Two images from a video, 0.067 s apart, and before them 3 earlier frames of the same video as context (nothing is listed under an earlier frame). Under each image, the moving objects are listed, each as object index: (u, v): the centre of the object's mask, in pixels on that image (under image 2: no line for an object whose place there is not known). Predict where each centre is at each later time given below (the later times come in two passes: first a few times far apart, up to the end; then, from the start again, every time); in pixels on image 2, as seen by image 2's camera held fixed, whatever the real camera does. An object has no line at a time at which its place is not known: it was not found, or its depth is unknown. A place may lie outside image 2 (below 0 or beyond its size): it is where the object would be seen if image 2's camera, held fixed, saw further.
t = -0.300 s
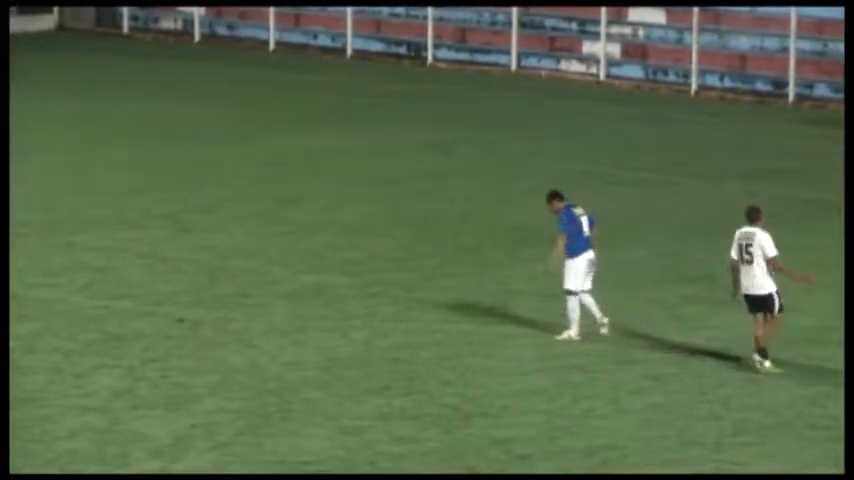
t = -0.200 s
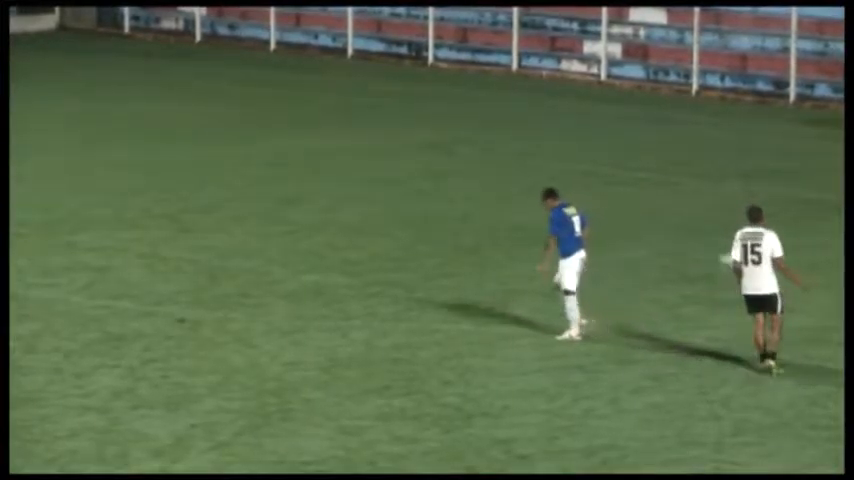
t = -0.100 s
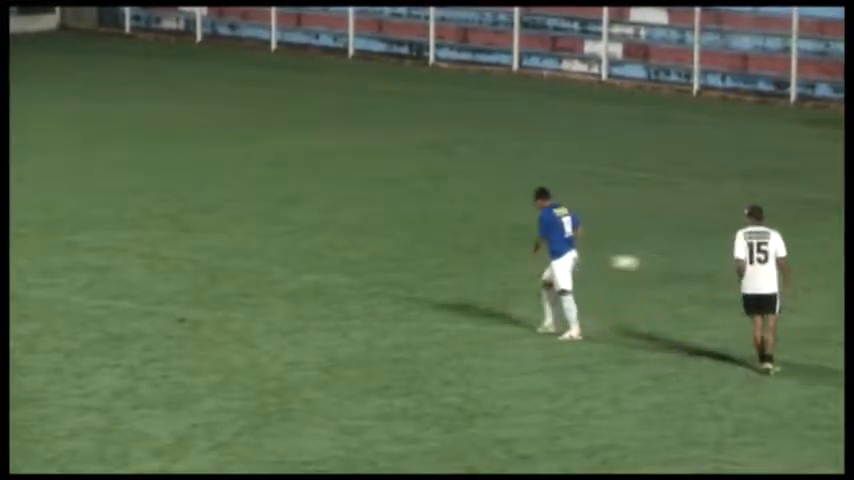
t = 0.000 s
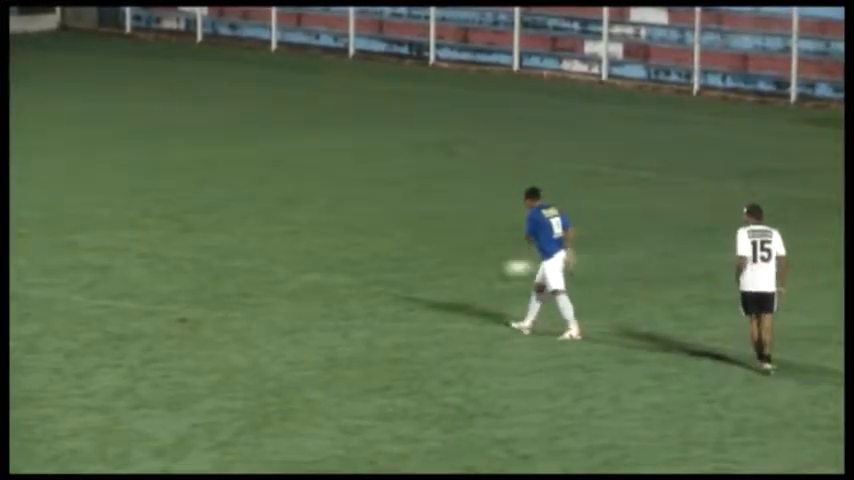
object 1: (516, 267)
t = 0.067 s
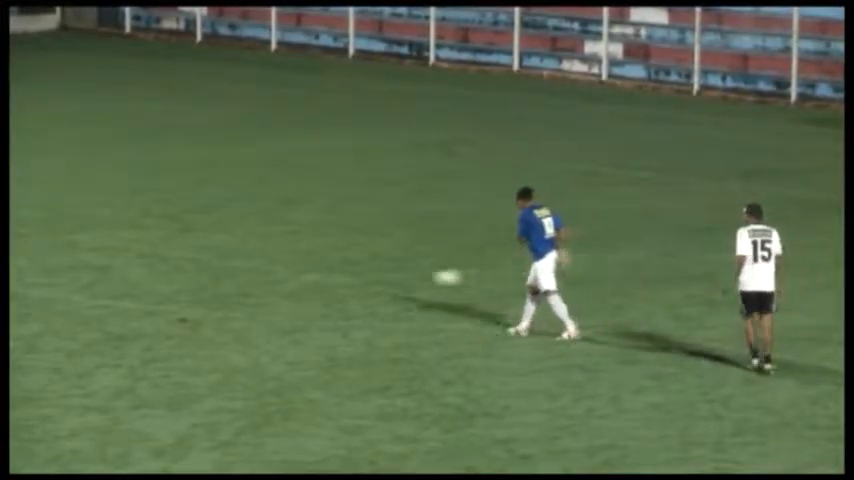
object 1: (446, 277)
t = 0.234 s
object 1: (290, 284)
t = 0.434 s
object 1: (117, 293)
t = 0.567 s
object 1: (14, 301)
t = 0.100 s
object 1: (413, 279)
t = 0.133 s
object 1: (381, 279)
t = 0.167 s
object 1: (350, 280)
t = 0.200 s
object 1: (320, 281)
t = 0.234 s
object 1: (290, 284)
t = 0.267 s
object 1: (257, 288)
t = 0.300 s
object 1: (227, 291)
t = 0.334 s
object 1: (201, 291)
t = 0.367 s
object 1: (172, 290)
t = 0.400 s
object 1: (145, 291)
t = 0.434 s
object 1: (117, 293)
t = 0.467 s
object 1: (90, 296)
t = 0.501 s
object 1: (64, 298)
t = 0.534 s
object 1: (38, 301)
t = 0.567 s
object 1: (14, 301)
